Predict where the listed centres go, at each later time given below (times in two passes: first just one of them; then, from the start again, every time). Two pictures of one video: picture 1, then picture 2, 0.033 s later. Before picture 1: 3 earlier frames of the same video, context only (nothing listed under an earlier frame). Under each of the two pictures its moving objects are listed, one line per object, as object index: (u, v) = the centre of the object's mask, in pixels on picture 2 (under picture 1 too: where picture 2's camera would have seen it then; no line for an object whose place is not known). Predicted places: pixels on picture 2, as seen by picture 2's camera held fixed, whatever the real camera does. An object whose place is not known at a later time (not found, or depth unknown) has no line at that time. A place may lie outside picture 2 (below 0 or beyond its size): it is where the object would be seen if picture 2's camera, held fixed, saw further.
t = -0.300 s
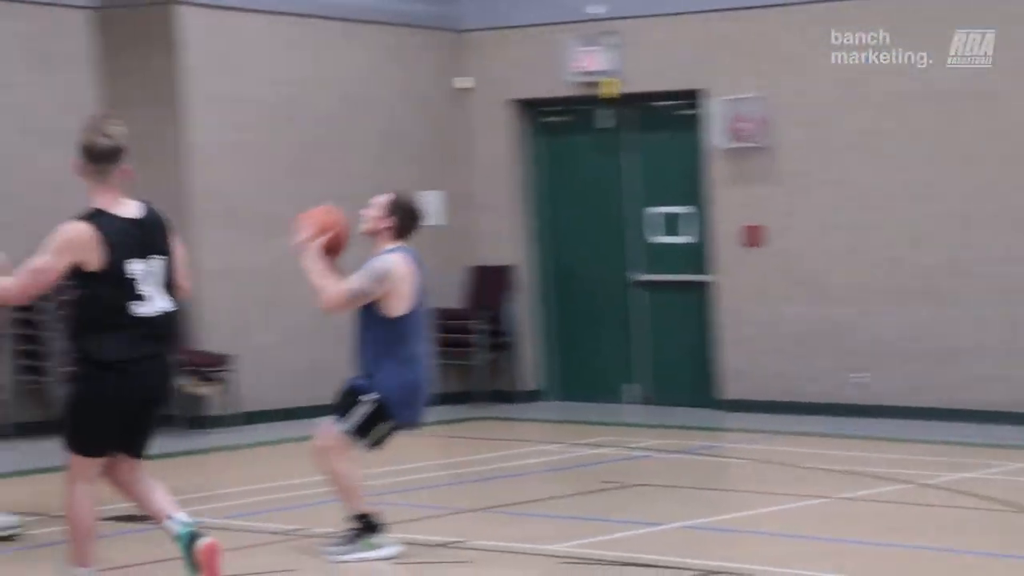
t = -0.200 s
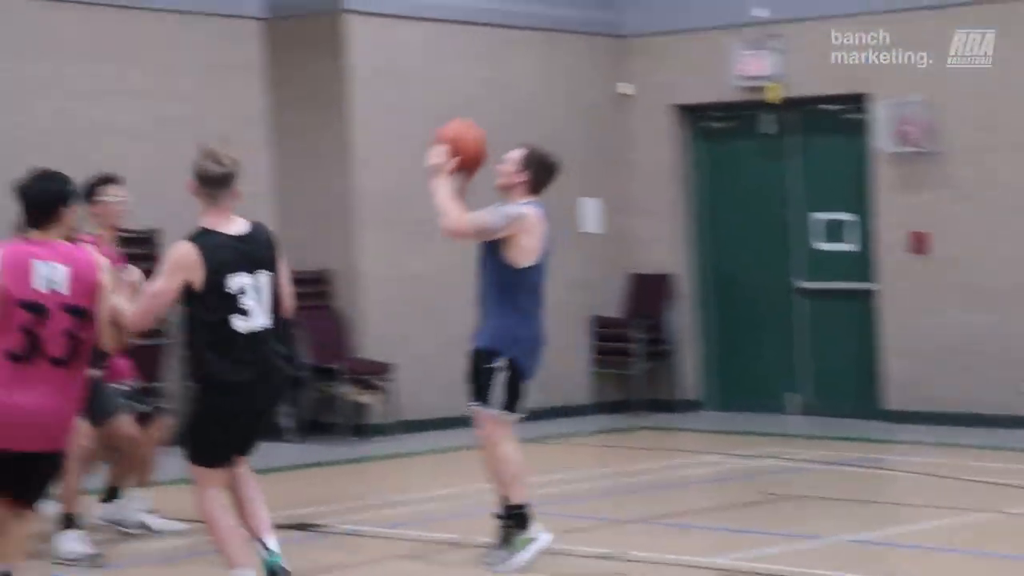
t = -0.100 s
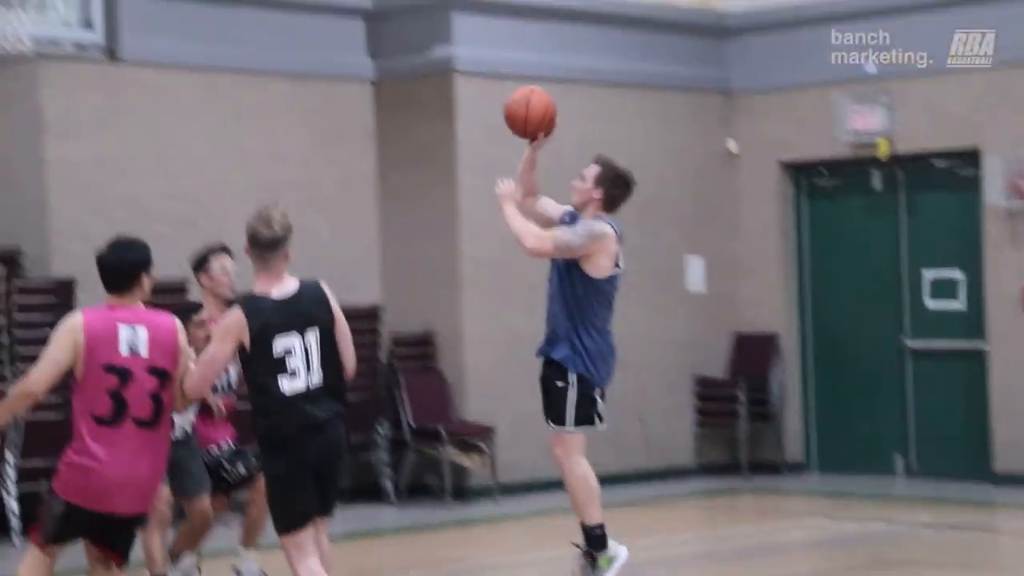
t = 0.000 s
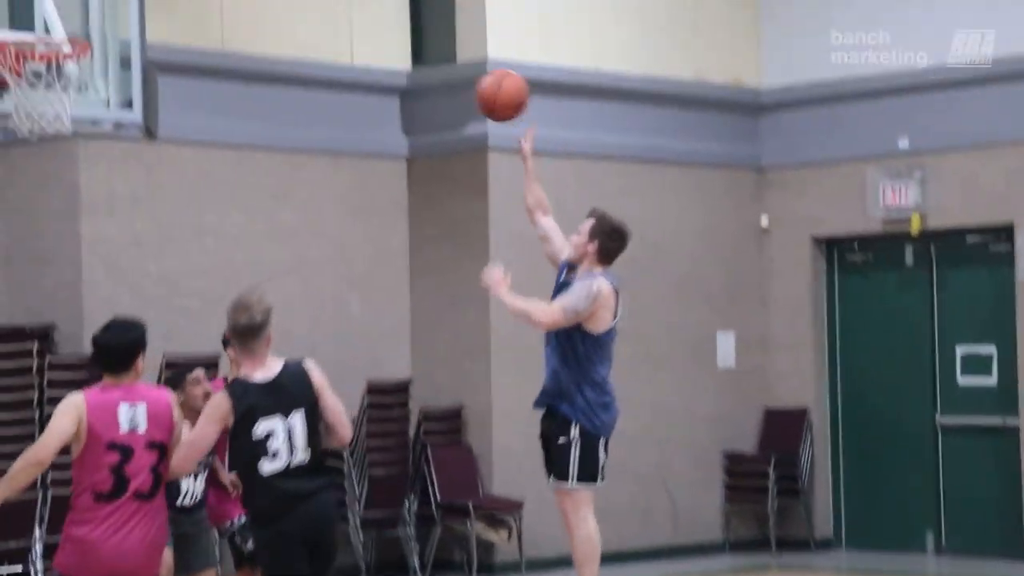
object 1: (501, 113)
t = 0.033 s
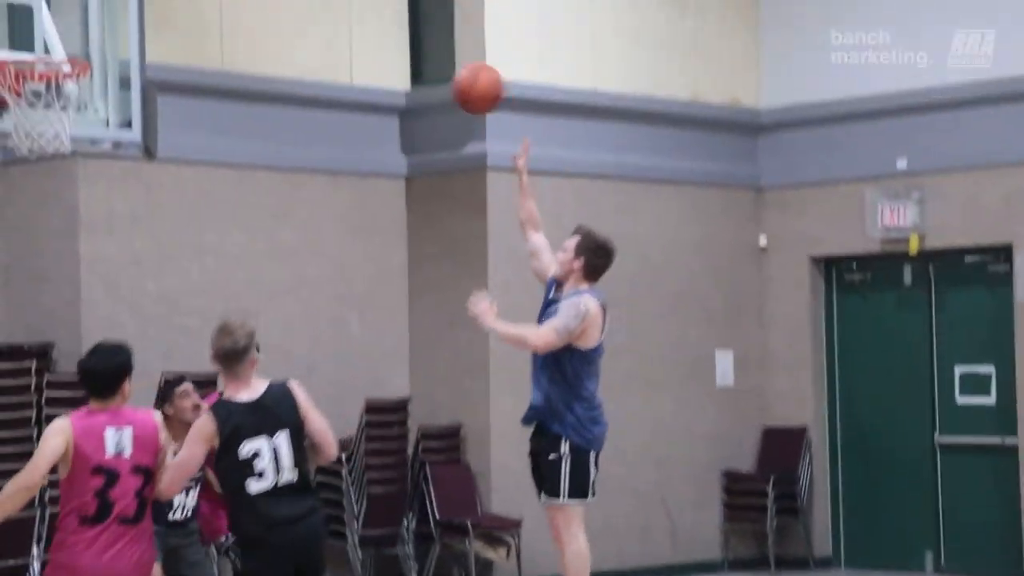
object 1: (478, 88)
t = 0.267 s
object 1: (321, -29)
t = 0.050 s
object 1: (466, 75)
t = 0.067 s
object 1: (454, 64)
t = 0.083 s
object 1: (443, 52)
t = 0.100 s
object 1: (433, 43)
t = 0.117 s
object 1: (422, 33)
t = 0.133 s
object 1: (411, 24)
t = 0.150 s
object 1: (399, 16)
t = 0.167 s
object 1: (387, 8)
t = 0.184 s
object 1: (375, 1)
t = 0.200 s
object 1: (364, -6)
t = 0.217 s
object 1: (353, -13)
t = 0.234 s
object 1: (342, -19)
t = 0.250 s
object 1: (331, -25)
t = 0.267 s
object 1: (321, -29)
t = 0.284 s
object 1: (310, -33)
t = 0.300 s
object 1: (299, -37)
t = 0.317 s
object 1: (289, -40)
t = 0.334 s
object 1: (278, -42)
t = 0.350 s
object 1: (268, -44)
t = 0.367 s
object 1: (257, -45)
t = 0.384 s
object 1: (247, -45)
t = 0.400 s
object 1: (237, -45)
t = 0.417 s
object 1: (227, -44)
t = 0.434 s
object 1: (216, -44)
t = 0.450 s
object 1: (206, -42)
